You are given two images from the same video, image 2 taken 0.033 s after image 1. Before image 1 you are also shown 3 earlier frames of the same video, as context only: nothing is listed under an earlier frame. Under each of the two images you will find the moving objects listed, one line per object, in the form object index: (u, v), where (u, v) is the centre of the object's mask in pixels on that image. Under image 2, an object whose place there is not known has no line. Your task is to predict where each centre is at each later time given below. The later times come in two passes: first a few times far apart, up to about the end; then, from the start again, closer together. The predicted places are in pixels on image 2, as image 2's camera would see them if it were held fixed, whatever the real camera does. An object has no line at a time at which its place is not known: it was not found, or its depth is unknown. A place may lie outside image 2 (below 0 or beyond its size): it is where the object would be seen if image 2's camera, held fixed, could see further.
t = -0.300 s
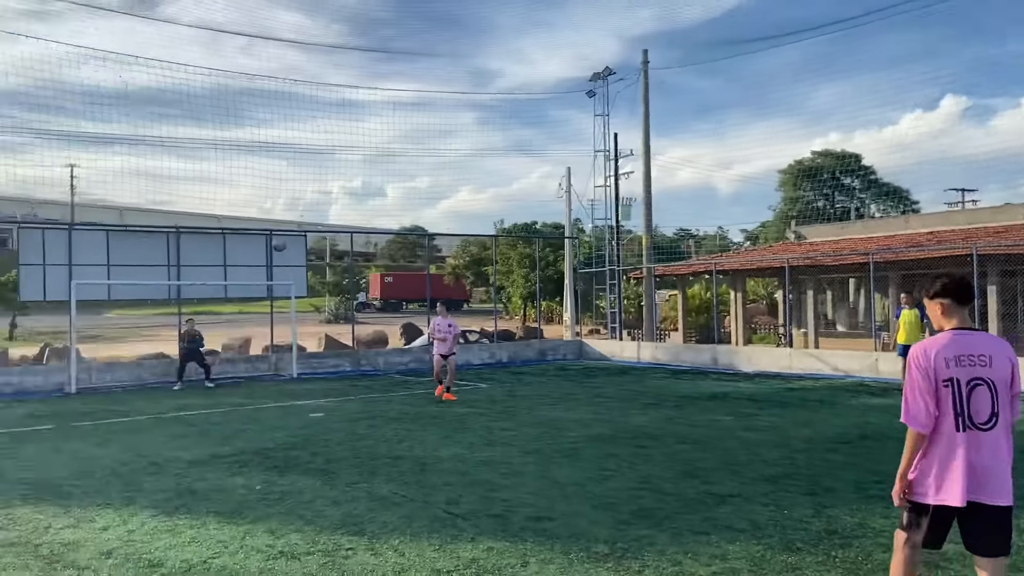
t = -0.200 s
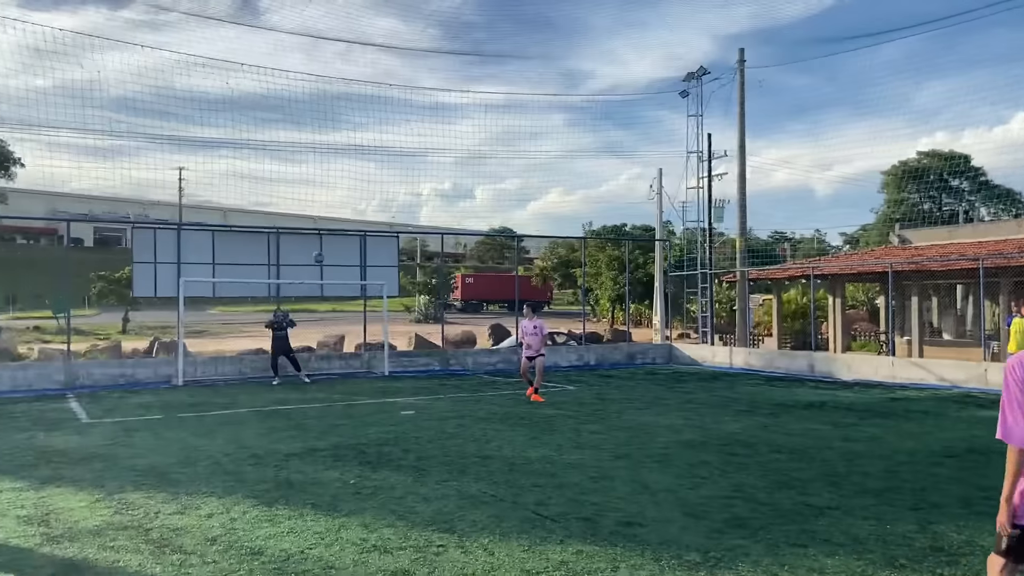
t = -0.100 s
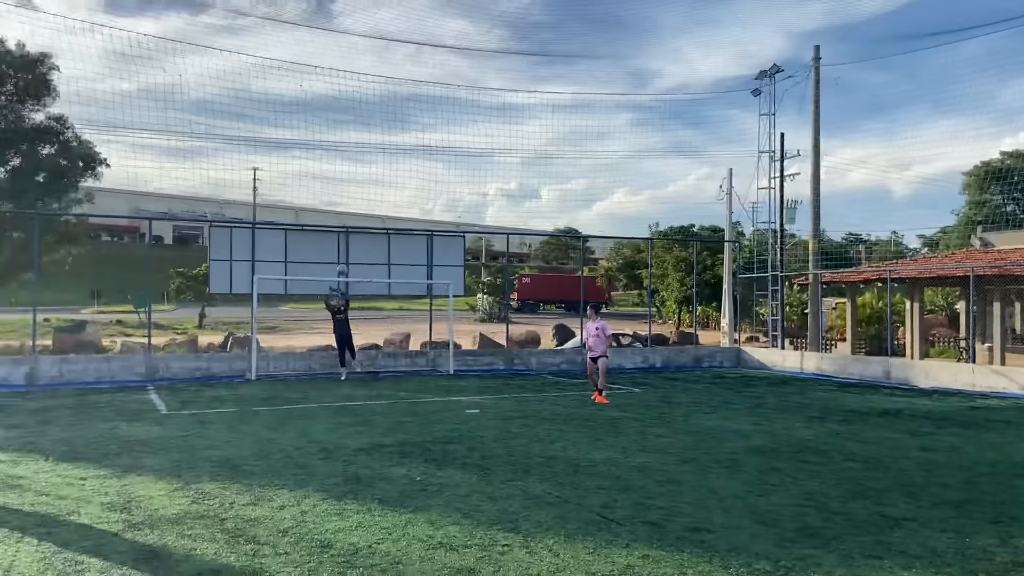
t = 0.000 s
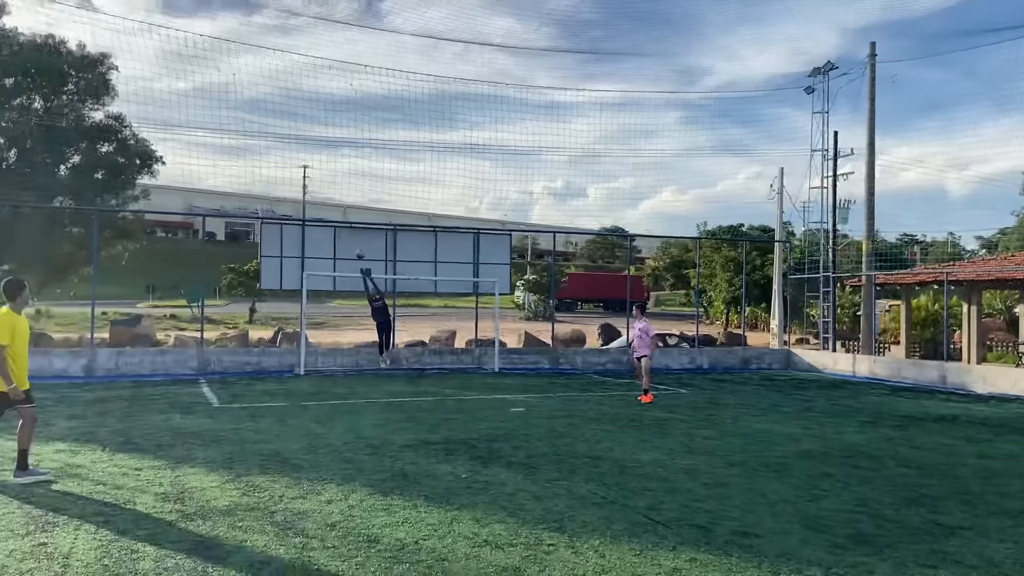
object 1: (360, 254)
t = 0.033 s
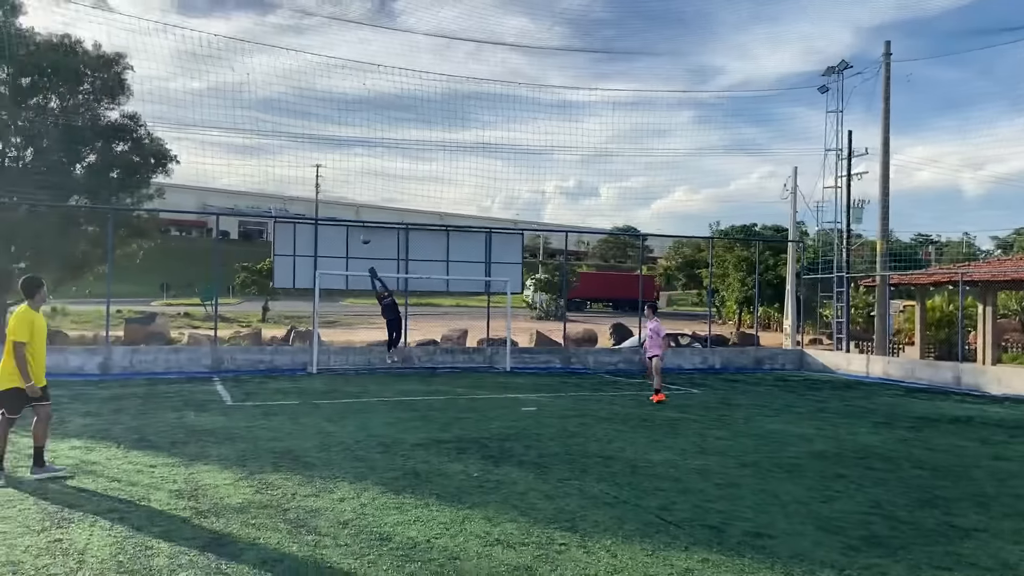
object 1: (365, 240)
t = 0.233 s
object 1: (325, 167)
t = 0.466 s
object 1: (270, 104)
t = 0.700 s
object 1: (208, 65)
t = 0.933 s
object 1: (143, 53)
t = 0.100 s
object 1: (354, 213)
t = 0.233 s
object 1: (325, 167)
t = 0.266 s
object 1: (318, 156)
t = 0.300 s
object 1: (310, 146)
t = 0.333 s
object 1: (302, 137)
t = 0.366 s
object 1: (294, 128)
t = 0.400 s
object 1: (286, 119)
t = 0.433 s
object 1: (278, 111)
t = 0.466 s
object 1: (270, 104)
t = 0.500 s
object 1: (261, 97)
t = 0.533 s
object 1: (253, 90)
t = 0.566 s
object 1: (244, 84)
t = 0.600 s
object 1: (236, 78)
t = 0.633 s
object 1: (226, 73)
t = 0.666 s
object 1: (218, 69)
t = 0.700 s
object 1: (208, 65)
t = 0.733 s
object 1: (199, 62)
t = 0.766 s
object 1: (190, 59)
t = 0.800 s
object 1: (181, 57)
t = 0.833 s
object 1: (172, 55)
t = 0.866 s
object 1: (162, 54)
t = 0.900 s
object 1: (153, 53)
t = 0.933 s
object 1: (143, 53)
